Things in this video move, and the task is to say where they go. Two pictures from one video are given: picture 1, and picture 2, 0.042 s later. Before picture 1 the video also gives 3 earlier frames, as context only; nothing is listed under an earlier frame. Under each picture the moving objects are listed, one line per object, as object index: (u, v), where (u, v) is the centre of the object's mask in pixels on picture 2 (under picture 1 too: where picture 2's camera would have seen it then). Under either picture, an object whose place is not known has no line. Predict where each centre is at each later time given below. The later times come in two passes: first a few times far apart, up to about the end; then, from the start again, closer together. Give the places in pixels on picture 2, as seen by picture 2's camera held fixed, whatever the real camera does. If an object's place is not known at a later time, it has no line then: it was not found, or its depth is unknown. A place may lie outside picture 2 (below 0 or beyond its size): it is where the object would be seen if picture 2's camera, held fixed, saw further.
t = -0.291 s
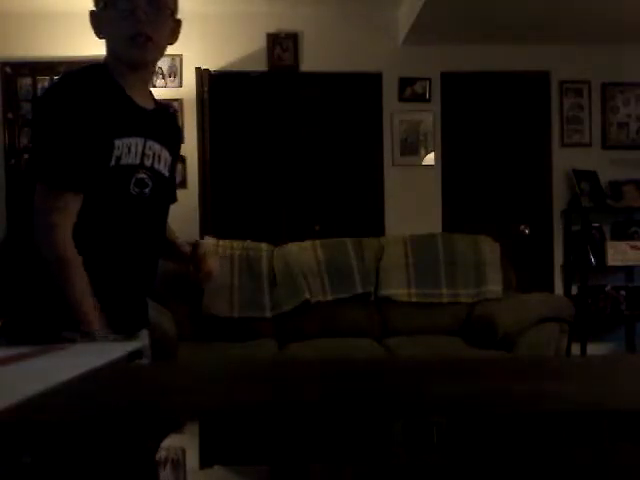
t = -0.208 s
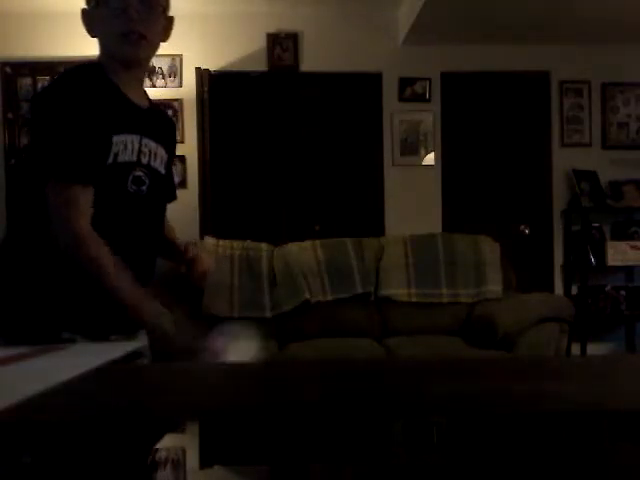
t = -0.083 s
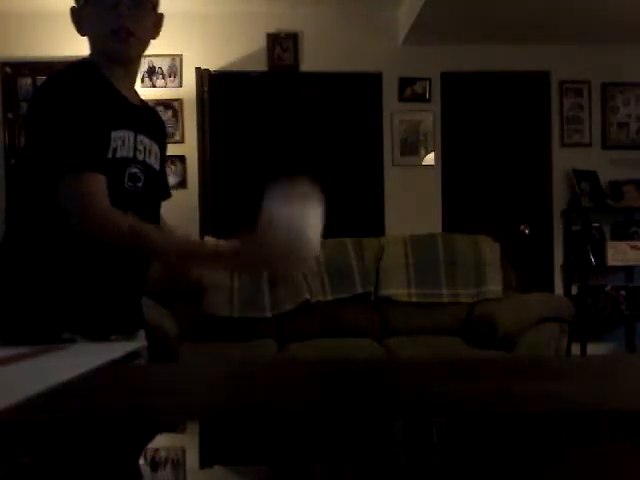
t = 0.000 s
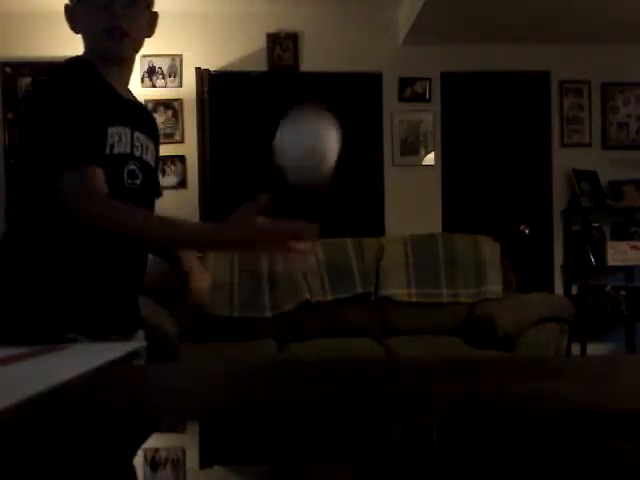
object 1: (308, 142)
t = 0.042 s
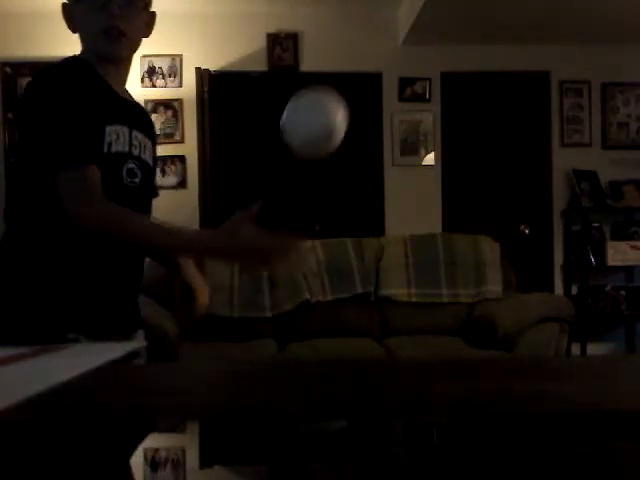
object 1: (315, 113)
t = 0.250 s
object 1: (350, 135)
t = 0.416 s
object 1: (382, 306)
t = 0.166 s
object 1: (335, 104)
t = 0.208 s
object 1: (343, 114)
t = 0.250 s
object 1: (350, 135)
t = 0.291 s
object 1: (358, 171)
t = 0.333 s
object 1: (365, 205)
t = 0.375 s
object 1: (375, 238)
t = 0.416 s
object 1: (382, 306)
